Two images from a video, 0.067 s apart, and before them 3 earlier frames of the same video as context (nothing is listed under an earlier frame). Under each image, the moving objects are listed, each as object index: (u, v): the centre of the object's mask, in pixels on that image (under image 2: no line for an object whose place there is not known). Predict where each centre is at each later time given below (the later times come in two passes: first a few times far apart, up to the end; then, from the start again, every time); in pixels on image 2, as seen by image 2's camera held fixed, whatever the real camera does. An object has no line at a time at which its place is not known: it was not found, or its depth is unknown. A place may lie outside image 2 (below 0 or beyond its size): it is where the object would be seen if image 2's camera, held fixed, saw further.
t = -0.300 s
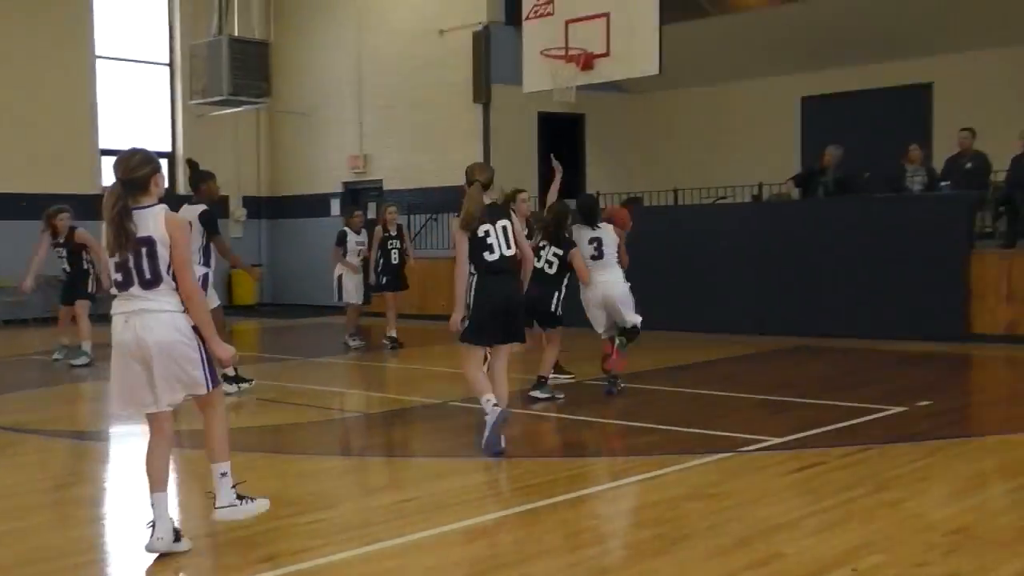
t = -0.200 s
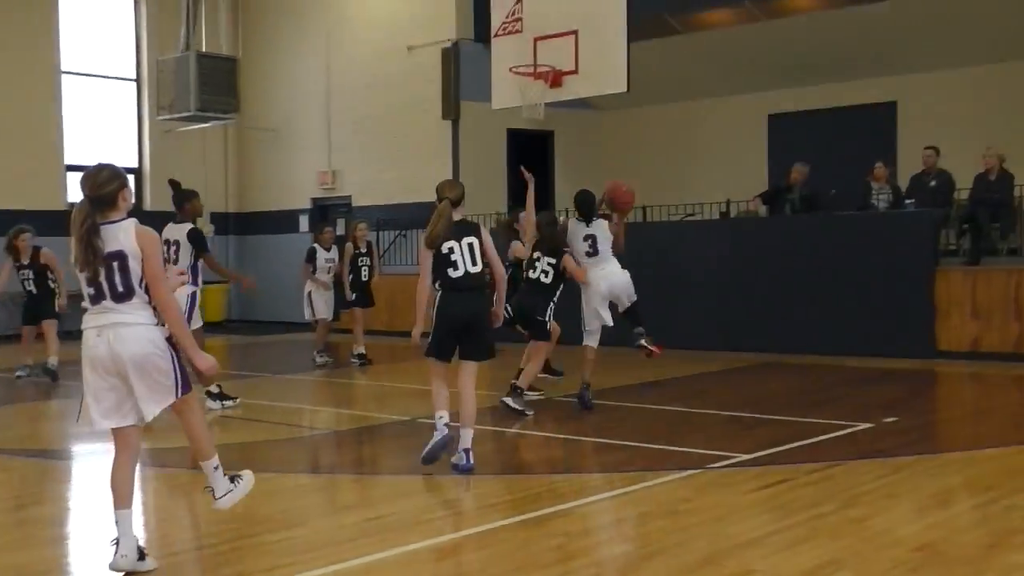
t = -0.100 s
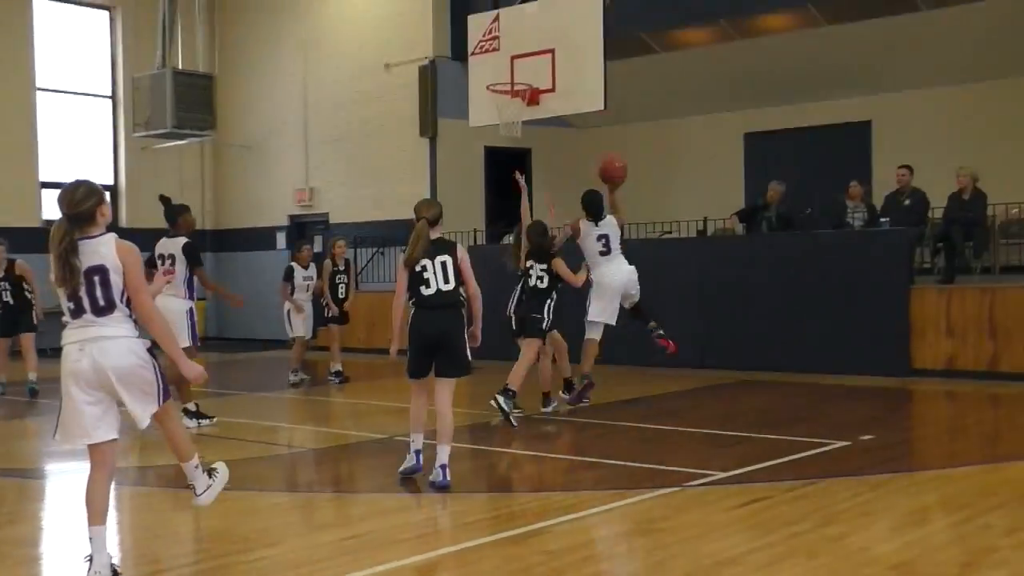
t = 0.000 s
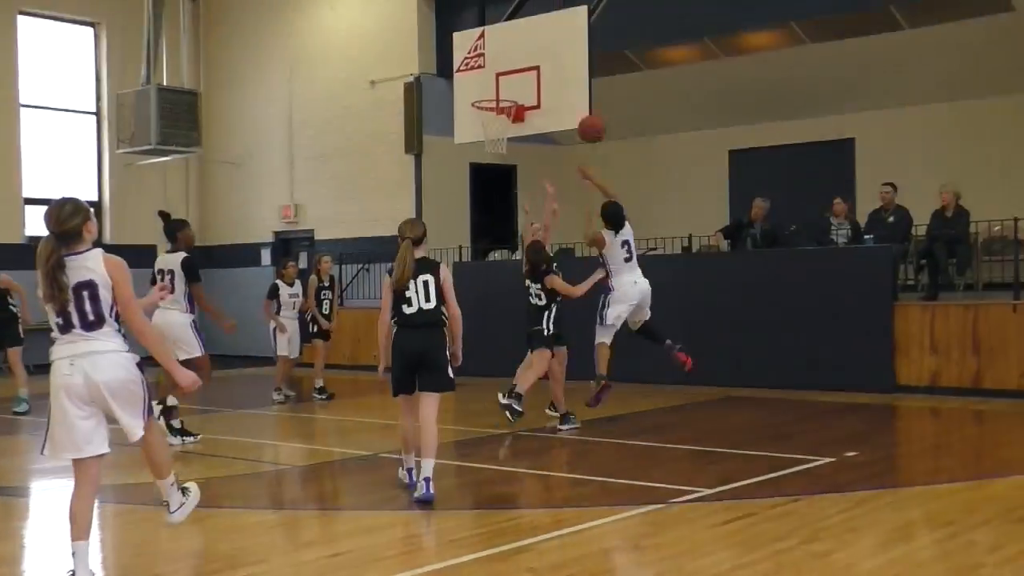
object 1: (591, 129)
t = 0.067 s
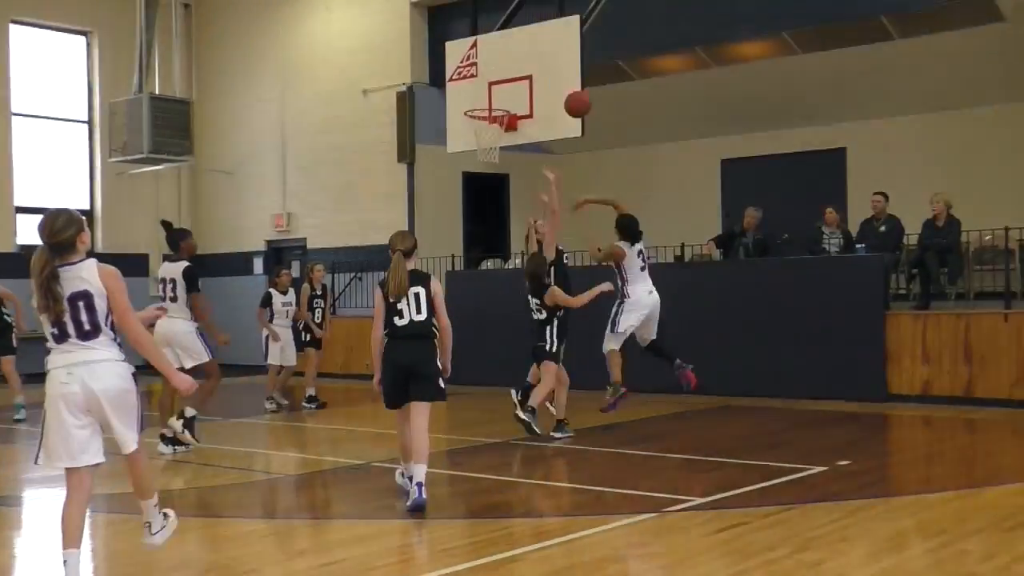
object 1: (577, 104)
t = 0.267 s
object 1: (562, 41)
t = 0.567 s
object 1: (543, 35)
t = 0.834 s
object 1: (493, 77)
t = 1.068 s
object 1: (436, 112)
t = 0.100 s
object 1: (575, 90)
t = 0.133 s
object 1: (572, 77)
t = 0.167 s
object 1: (569, 66)
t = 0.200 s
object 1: (567, 56)
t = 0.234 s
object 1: (564, 48)
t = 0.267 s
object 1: (562, 41)
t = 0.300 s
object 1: (559, 36)
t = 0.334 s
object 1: (557, 31)
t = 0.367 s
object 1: (555, 28)
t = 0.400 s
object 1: (553, 27)
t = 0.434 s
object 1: (551, 26)
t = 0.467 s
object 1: (549, 27)
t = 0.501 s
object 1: (547, 28)
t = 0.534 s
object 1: (545, 31)
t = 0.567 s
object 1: (543, 35)
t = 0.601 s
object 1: (541, 39)
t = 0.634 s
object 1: (540, 45)
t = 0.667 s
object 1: (537, 50)
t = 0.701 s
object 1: (528, 54)
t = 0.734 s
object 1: (519, 58)
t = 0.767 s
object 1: (511, 63)
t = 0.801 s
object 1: (502, 69)
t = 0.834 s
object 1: (493, 77)
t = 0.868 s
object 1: (485, 86)
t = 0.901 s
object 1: (476, 95)
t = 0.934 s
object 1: (468, 99)
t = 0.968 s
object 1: (460, 100)
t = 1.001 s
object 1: (453, 103)
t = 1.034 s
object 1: (445, 107)
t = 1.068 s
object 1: (436, 112)
